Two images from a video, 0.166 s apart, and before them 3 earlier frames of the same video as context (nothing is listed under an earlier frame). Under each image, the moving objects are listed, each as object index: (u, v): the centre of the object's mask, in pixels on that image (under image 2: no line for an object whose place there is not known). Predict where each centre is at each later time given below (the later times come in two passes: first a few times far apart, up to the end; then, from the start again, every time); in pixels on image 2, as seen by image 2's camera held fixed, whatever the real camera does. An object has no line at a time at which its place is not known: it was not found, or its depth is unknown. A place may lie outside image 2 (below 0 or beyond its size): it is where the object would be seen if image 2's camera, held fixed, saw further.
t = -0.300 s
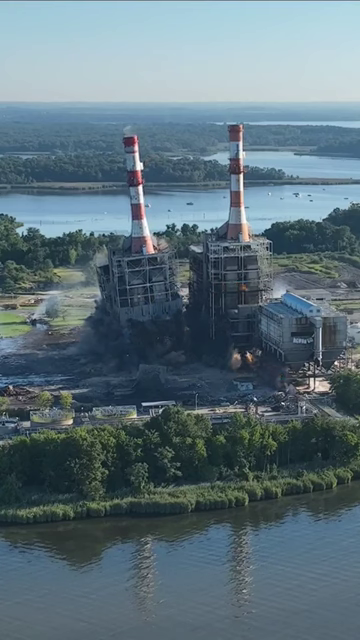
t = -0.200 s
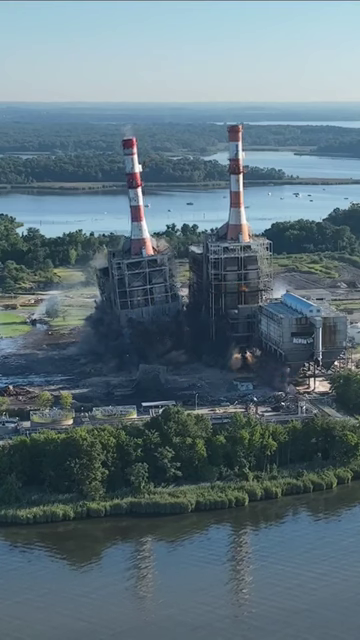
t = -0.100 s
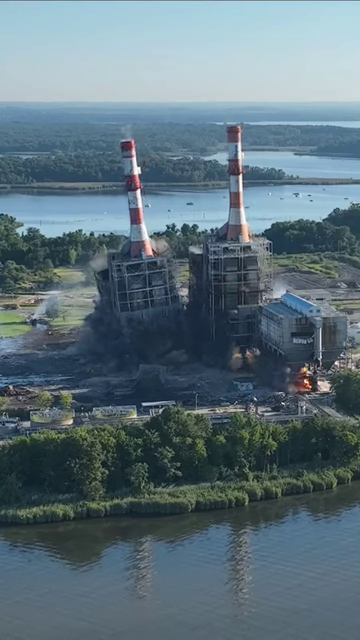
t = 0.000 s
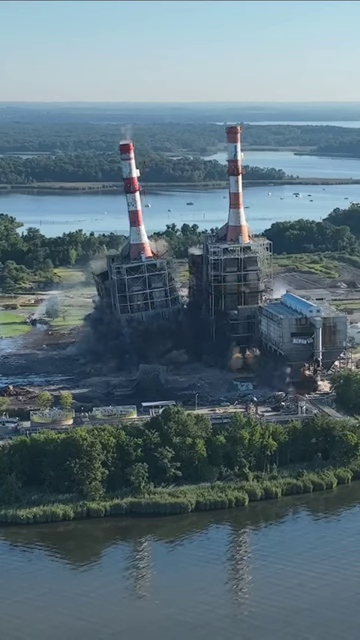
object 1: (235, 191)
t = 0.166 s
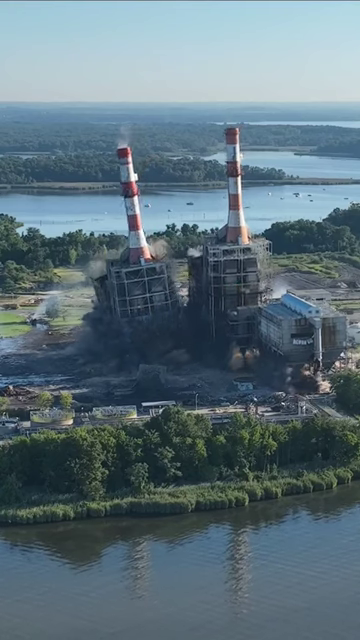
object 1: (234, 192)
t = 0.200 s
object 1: (234, 193)
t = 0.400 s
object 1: (233, 195)
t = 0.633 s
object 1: (231, 200)
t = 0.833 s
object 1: (230, 205)
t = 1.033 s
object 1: (229, 209)
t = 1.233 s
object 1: (227, 213)
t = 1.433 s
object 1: (226, 218)
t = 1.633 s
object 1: (225, 222)
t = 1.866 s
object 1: (222, 227)
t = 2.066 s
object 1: (220, 233)
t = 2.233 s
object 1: (218, 235)
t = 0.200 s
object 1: (234, 193)
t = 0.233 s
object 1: (234, 193)
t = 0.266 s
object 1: (234, 194)
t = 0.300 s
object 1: (233, 194)
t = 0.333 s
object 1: (233, 194)
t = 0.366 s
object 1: (233, 195)
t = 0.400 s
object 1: (233, 195)
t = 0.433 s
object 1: (233, 196)
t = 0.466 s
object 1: (232, 197)
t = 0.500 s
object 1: (232, 198)
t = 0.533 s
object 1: (232, 198)
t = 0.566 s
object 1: (232, 199)
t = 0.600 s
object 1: (232, 199)
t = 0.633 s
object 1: (231, 200)
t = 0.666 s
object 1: (231, 200)
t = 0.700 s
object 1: (231, 201)
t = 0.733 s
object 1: (231, 202)
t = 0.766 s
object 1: (230, 202)
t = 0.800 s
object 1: (230, 203)
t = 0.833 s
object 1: (230, 205)
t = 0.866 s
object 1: (230, 206)
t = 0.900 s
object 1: (230, 206)
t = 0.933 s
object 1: (229, 207)
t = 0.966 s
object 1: (229, 208)
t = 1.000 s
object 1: (229, 208)
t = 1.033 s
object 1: (229, 209)
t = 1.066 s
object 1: (228, 209)
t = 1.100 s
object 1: (228, 209)
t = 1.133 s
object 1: (228, 210)
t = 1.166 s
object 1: (228, 211)
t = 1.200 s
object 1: (228, 211)
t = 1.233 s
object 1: (227, 213)
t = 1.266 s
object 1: (227, 214)
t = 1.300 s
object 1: (227, 214)
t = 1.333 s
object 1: (227, 215)
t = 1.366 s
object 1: (226, 216)
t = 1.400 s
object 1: (226, 217)
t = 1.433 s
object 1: (226, 218)
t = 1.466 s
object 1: (225, 219)
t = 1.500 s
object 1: (225, 220)
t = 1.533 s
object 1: (225, 221)
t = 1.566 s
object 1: (225, 220)
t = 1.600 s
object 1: (225, 221)
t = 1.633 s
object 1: (225, 222)
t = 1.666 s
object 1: (224, 223)
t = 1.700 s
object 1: (224, 224)
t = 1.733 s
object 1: (224, 224)
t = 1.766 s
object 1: (223, 226)
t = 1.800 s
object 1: (223, 225)
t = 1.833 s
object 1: (223, 226)
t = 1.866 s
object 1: (222, 227)
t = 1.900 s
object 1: (222, 227)
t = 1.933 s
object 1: (221, 228)
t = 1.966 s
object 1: (221, 228)
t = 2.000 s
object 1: (221, 229)
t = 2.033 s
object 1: (221, 231)
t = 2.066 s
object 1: (220, 233)
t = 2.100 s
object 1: (220, 233)
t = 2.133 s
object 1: (219, 234)
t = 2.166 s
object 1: (219, 234)
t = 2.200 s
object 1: (218, 235)
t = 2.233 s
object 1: (218, 235)
